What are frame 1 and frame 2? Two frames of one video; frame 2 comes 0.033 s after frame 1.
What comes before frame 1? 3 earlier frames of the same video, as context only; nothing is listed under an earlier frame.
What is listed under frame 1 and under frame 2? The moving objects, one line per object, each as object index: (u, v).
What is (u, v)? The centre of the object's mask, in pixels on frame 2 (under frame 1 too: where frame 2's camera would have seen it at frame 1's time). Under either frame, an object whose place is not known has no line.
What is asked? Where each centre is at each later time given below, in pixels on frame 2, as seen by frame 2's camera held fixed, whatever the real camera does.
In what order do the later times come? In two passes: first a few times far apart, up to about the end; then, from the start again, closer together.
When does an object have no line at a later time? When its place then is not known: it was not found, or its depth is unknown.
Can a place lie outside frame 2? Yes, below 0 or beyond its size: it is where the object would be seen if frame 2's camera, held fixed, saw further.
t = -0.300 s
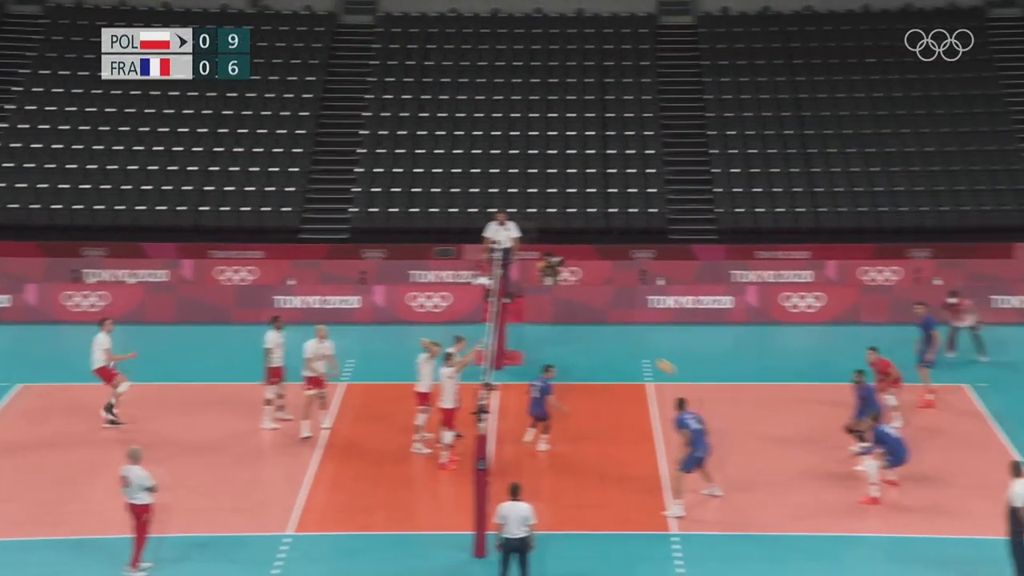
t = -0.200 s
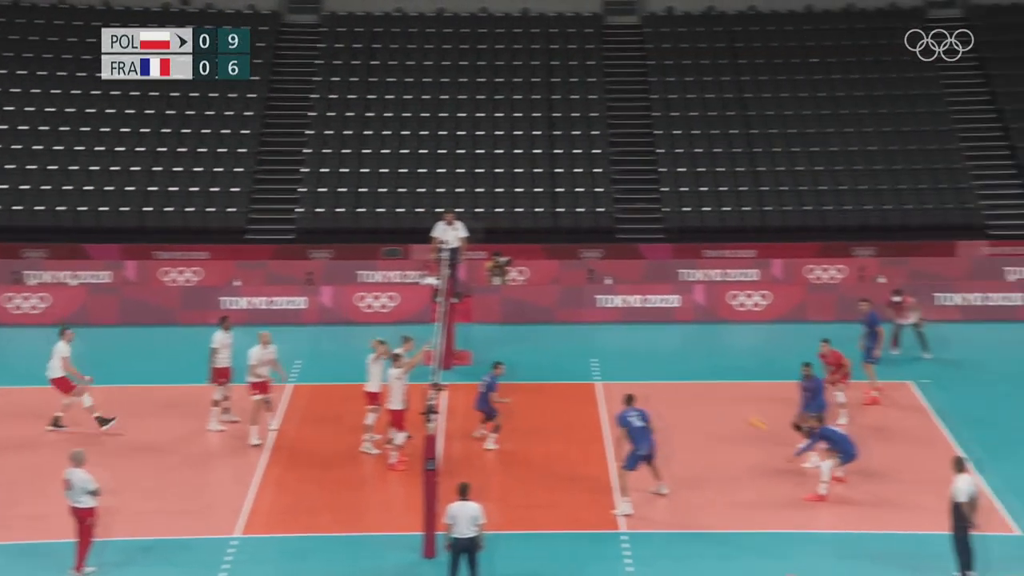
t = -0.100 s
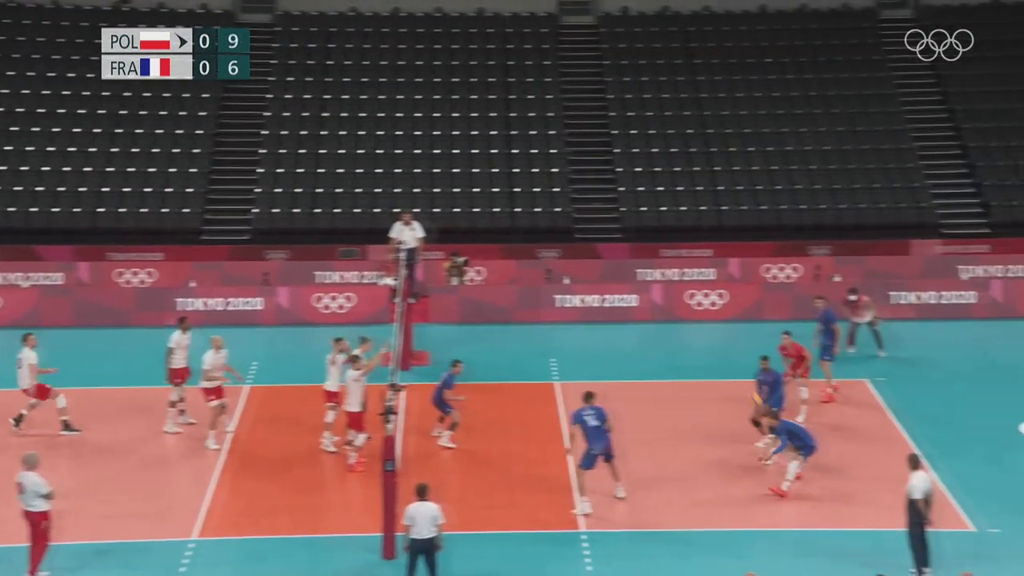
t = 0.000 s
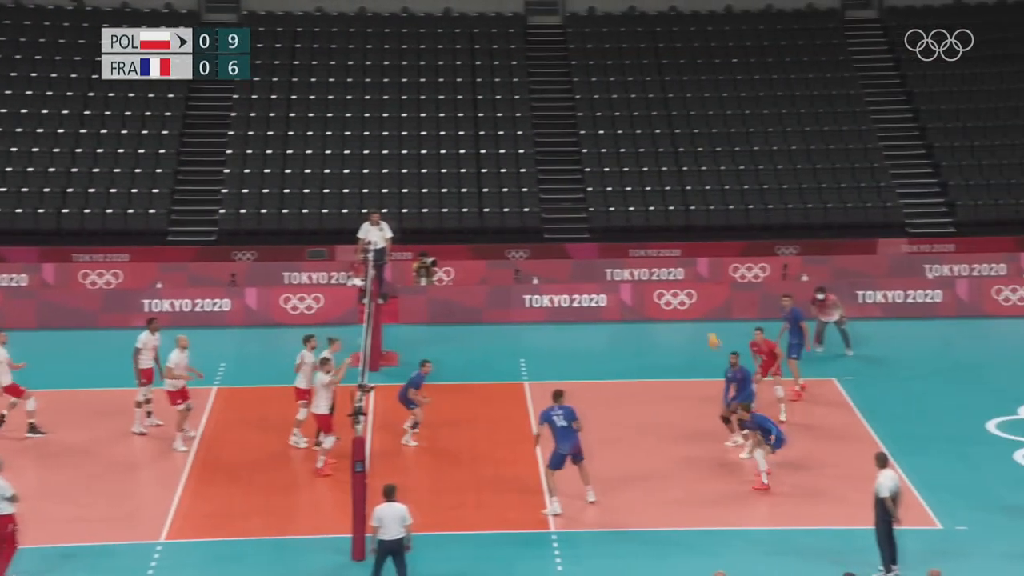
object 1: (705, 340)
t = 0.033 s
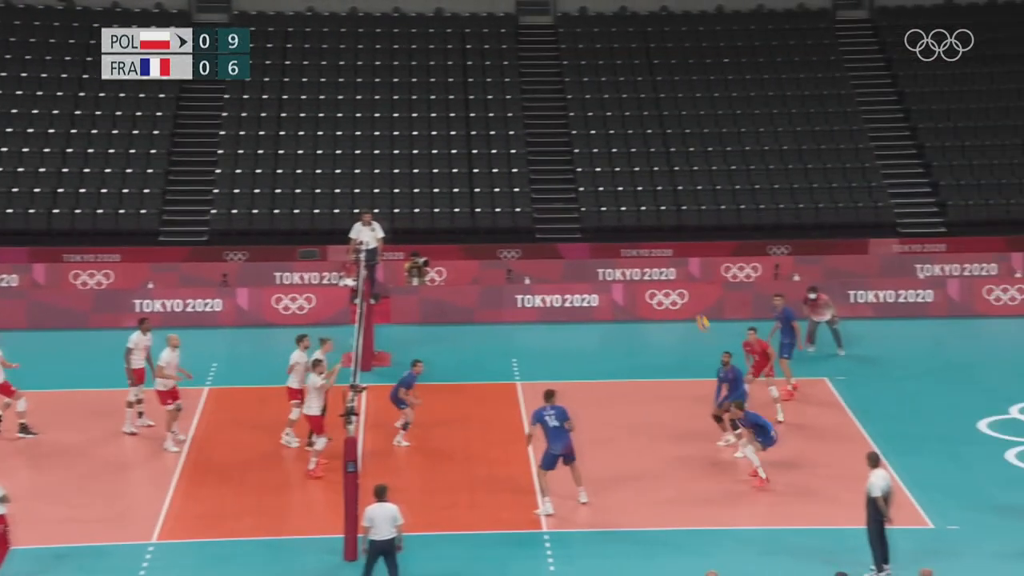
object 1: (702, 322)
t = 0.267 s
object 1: (684, 218)
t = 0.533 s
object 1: (669, 140)
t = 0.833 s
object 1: (653, 102)
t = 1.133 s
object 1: (640, 114)
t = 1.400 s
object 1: (629, 164)
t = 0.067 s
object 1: (699, 306)
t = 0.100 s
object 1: (696, 289)
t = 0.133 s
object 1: (694, 273)
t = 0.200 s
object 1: (689, 245)
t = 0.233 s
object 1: (687, 231)
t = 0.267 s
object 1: (684, 218)
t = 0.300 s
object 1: (682, 206)
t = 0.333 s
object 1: (680, 195)
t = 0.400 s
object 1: (676, 174)
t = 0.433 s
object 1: (674, 164)
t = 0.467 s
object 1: (672, 156)
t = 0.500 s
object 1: (670, 148)
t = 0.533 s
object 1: (669, 140)
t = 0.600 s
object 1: (665, 127)
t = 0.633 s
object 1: (663, 121)
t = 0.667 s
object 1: (661, 116)
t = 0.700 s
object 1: (660, 113)
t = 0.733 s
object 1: (658, 109)
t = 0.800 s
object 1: (655, 103)
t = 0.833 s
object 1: (653, 102)
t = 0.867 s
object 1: (652, 101)
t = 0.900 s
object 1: (650, 101)
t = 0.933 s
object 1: (649, 101)
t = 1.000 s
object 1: (646, 103)
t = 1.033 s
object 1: (645, 105)
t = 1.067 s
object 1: (643, 108)
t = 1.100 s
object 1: (642, 111)
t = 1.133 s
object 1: (640, 114)
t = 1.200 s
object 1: (638, 124)
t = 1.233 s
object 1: (636, 129)
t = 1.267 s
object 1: (635, 135)
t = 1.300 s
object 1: (633, 141)
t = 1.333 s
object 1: (632, 148)
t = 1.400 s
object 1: (629, 164)
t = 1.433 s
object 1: (628, 172)
